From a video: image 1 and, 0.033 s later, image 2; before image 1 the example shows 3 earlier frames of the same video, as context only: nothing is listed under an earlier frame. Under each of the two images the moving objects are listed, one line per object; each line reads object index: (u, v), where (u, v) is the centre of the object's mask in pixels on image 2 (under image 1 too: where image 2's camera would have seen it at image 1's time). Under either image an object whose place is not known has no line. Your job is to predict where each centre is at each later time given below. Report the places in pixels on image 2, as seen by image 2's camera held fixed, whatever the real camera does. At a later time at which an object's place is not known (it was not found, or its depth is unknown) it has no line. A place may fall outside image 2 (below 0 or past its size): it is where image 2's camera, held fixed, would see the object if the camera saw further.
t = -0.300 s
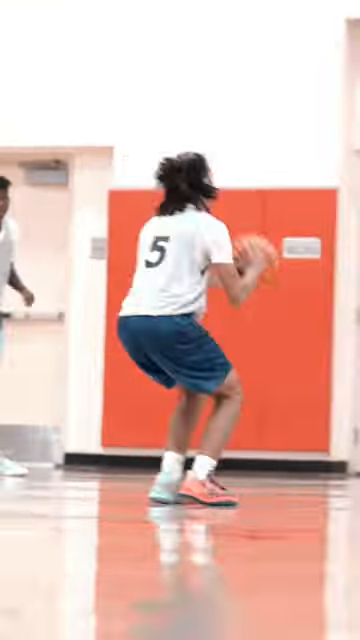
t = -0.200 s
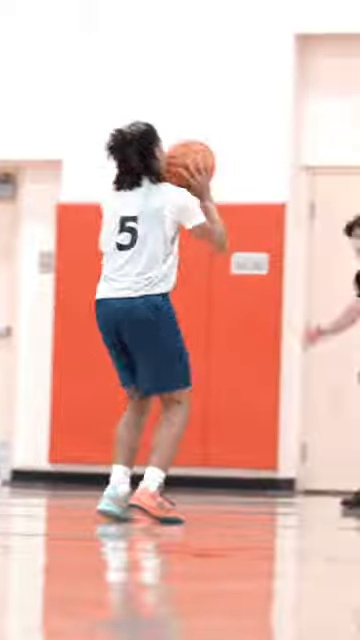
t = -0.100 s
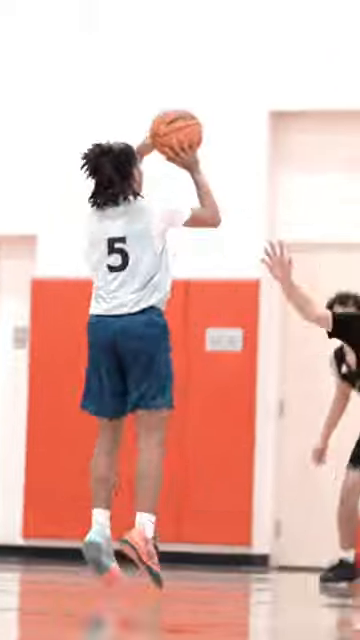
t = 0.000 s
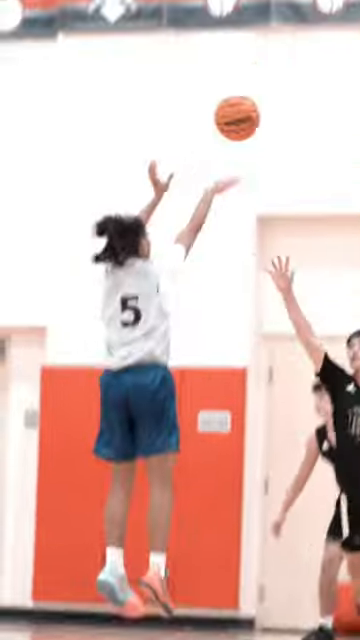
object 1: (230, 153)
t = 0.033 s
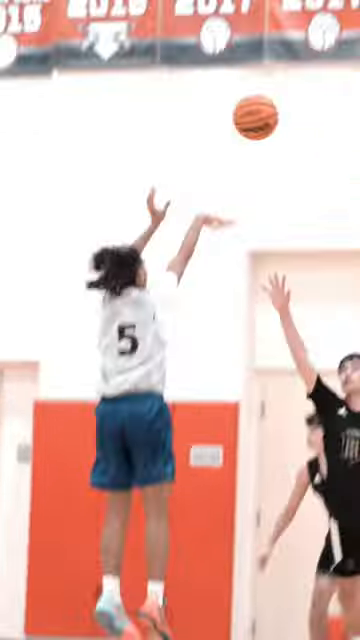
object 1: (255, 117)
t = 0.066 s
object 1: (279, 83)
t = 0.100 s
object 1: (304, 53)
